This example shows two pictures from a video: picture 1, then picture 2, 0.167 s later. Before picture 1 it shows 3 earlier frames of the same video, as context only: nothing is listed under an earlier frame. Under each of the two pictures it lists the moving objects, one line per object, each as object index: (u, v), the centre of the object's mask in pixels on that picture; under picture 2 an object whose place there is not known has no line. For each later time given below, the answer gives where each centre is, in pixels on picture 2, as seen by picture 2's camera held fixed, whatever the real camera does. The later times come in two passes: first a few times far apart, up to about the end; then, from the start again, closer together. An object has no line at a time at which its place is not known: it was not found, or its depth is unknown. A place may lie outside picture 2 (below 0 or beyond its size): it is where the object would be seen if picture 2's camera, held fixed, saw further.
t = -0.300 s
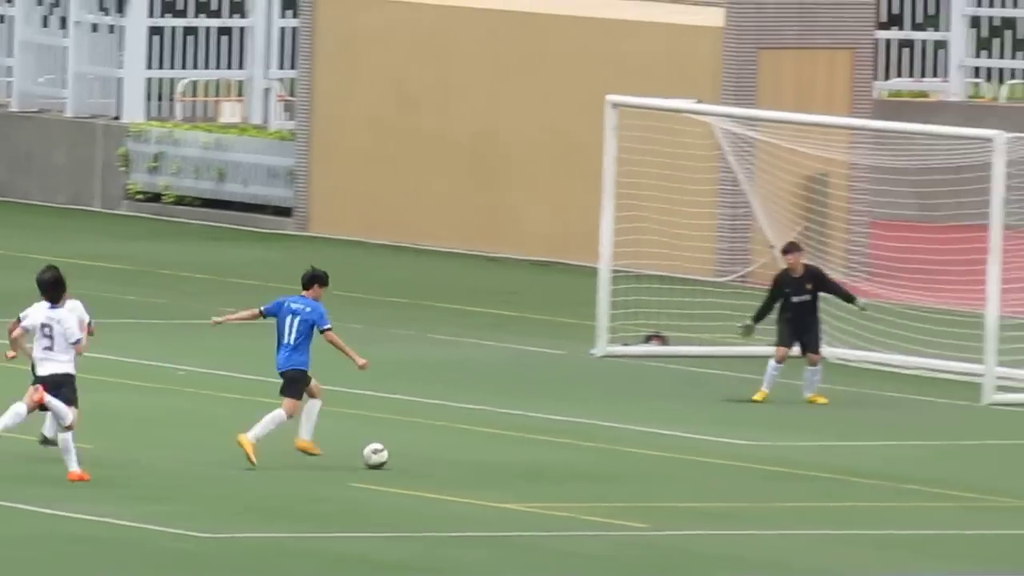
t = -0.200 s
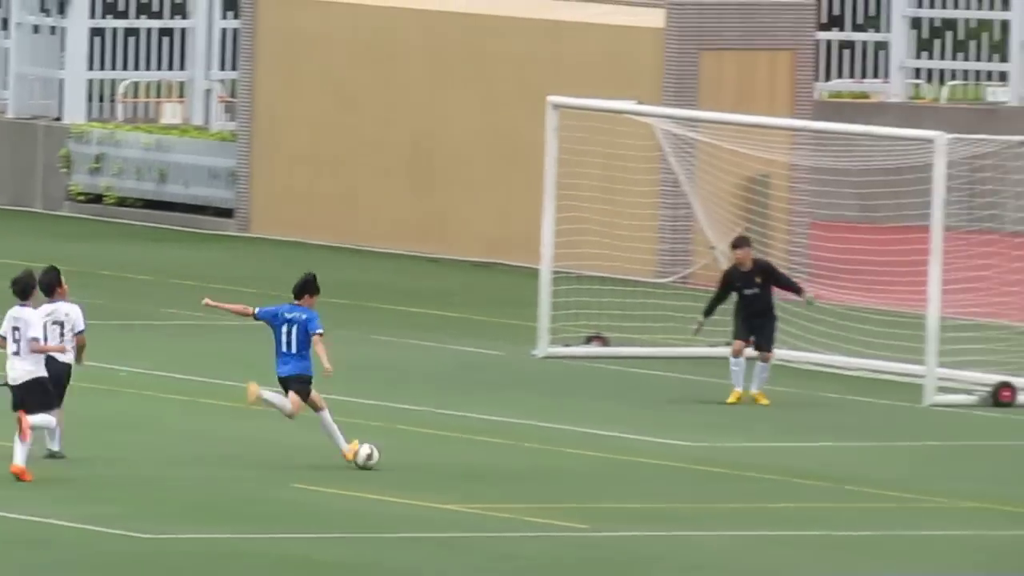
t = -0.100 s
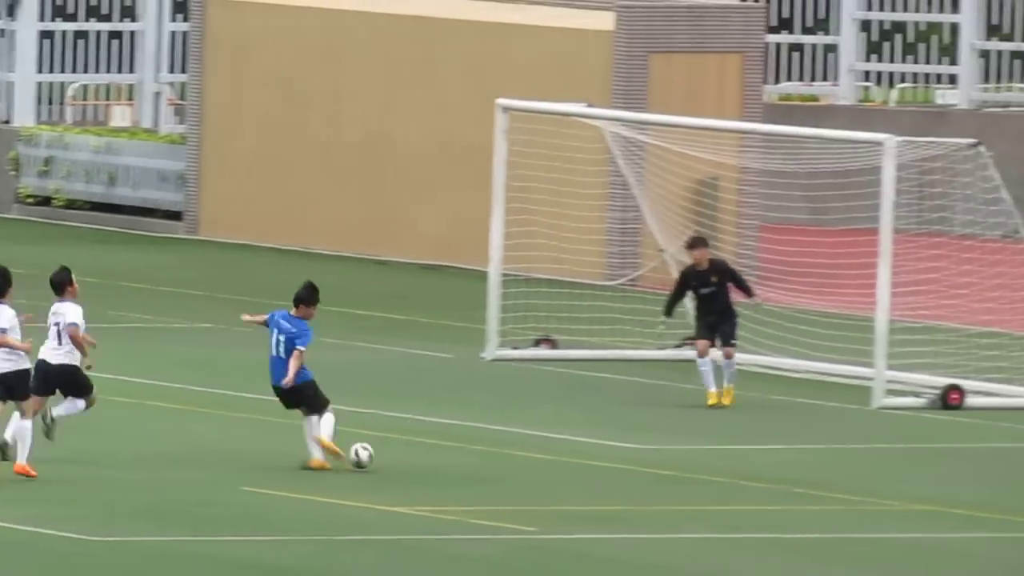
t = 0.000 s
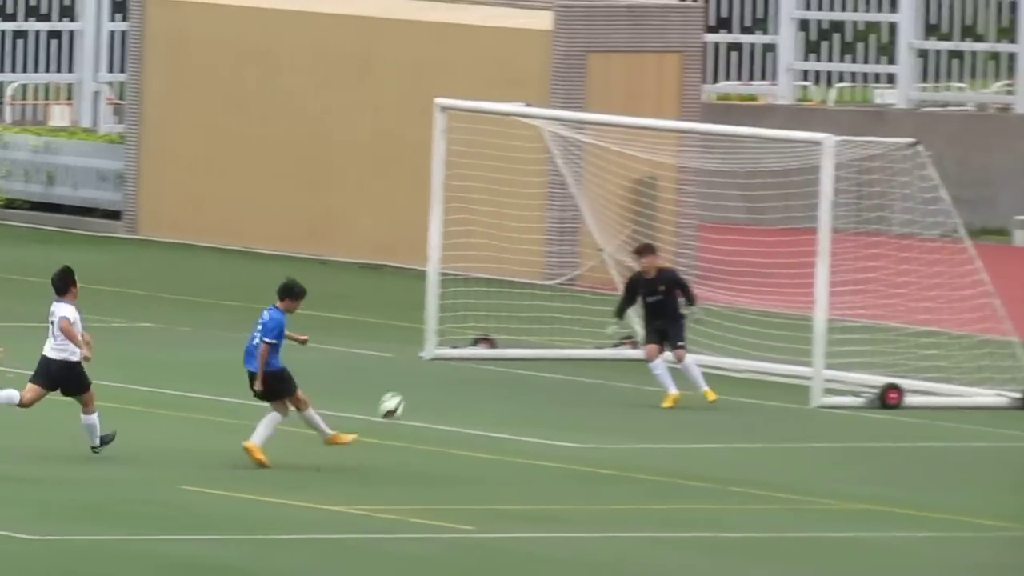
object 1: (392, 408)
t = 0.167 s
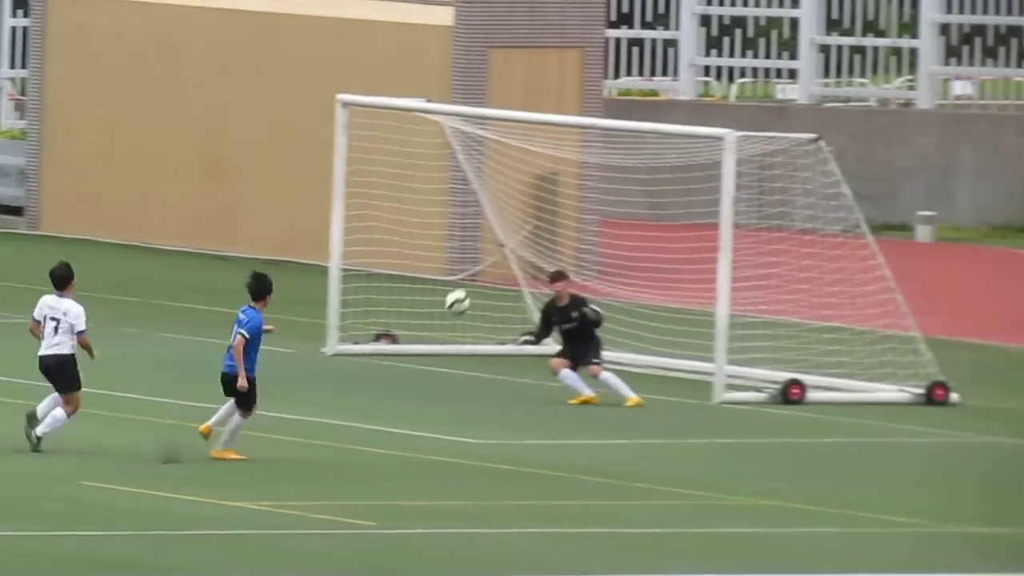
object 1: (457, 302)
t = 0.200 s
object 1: (487, 286)
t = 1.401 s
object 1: (650, 287)
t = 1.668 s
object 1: (628, 345)
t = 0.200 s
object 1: (487, 286)
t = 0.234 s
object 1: (513, 268)
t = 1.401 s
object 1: (650, 287)
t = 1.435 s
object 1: (643, 289)
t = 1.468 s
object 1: (640, 293)
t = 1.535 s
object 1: (635, 305)
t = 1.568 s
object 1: (632, 312)
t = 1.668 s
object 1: (628, 345)
